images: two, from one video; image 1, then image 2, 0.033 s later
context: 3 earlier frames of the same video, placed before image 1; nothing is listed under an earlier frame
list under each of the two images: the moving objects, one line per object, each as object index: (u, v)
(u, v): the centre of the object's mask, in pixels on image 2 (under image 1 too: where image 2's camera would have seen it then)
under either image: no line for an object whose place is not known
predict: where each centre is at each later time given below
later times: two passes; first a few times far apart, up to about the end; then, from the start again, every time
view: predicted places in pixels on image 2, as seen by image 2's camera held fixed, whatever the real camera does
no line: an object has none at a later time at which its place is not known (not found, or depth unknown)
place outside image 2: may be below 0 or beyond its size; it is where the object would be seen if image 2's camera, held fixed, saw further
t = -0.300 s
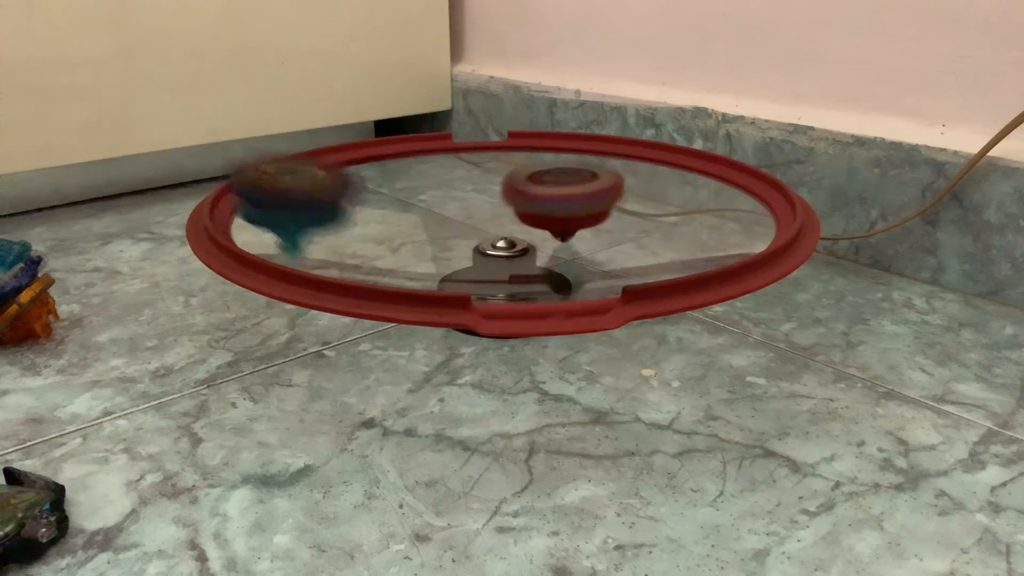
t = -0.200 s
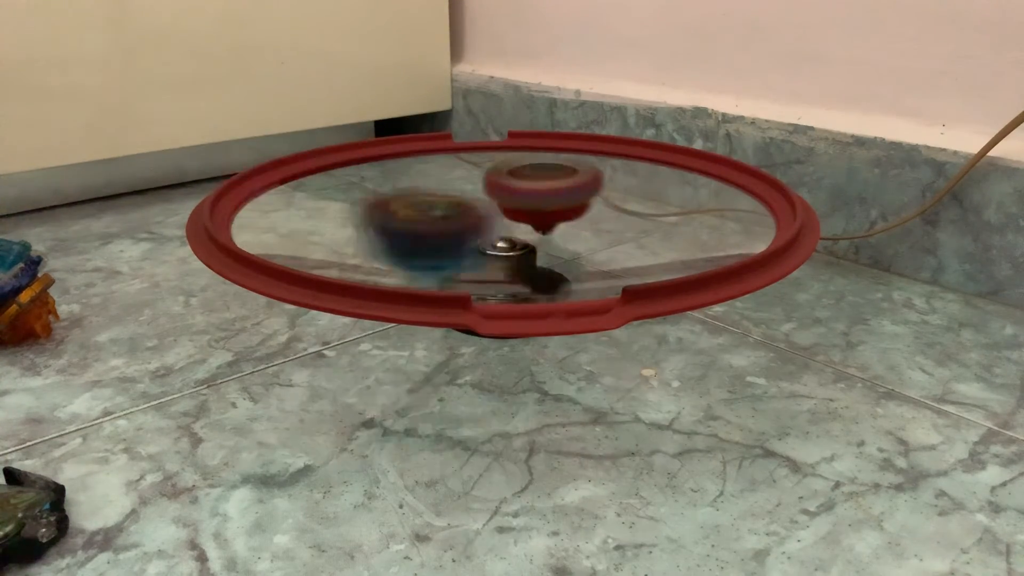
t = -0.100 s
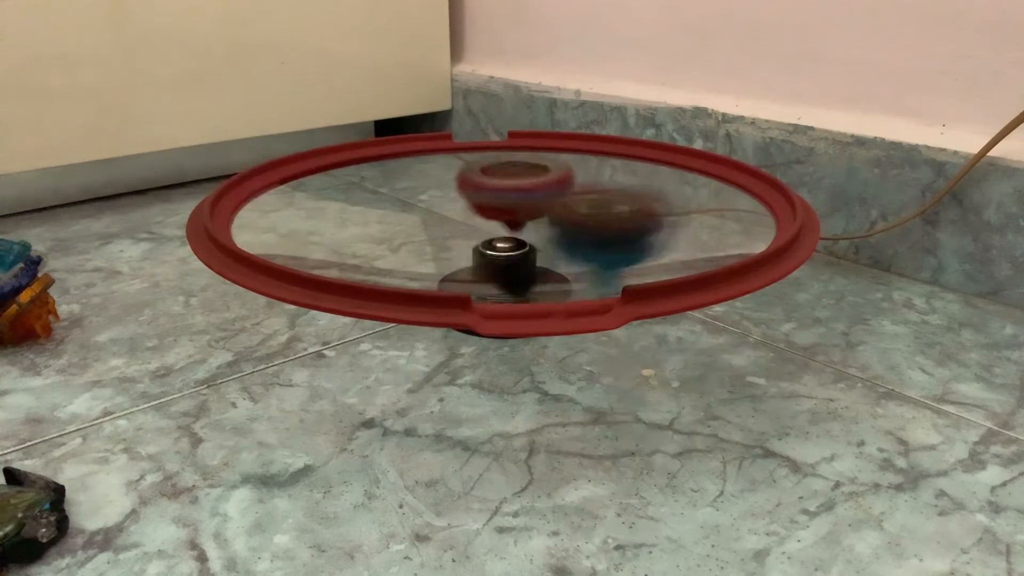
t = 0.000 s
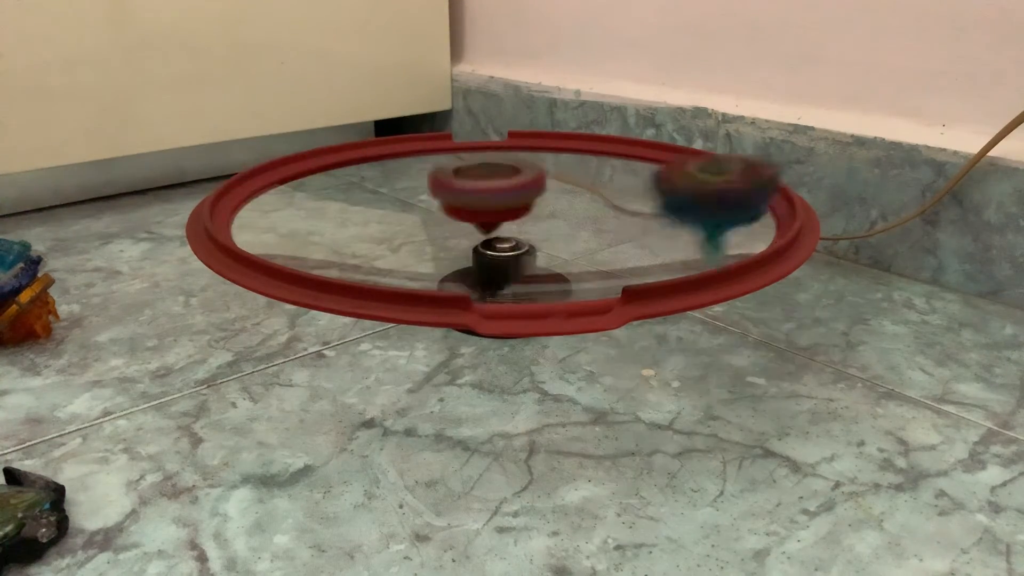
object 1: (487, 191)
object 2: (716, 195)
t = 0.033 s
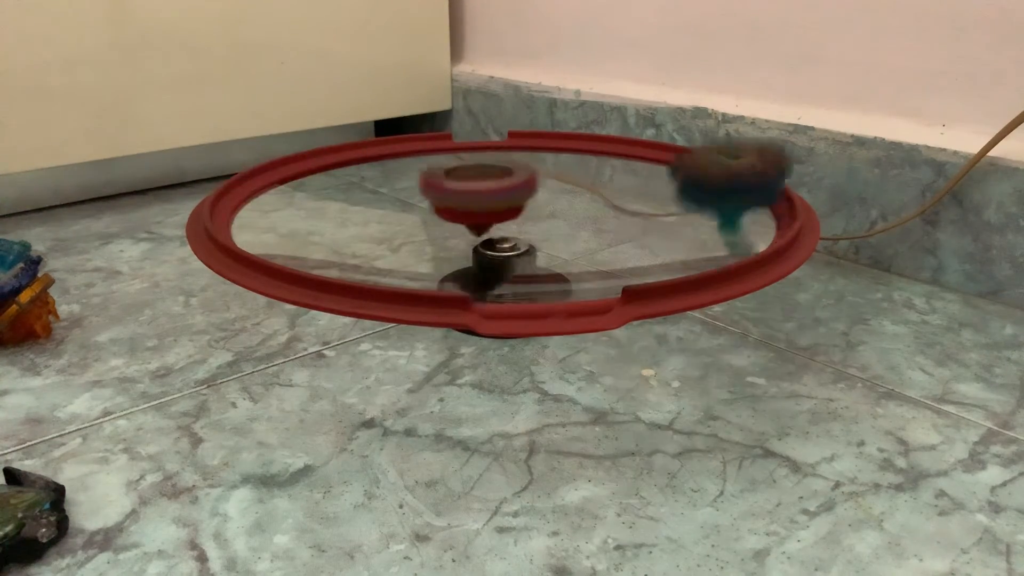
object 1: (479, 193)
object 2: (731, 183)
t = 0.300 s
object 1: (455, 208)
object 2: (578, 127)
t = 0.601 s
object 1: (528, 216)
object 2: (324, 201)
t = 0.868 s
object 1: (547, 185)
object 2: (566, 239)
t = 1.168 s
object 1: (488, 186)
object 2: (632, 197)
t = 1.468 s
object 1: (454, 205)
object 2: (352, 142)
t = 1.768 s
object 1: (541, 213)
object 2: (452, 234)
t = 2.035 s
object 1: (574, 187)
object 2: (676, 205)
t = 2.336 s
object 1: (451, 160)
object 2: (635, 201)
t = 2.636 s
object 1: (383, 181)
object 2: (548, 233)
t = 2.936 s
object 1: (446, 211)
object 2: (574, 234)
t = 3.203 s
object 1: (500, 170)
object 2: (572, 234)
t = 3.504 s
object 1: (549, 171)
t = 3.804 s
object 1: (602, 180)
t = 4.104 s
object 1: (589, 213)
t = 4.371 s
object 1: (523, 222)
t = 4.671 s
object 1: (484, 217)
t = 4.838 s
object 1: (470, 224)
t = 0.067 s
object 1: (471, 196)
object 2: (736, 175)
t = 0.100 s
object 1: (465, 196)
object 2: (730, 154)
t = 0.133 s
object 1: (459, 199)
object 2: (718, 144)
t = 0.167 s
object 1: (456, 200)
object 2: (700, 136)
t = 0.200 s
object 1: (454, 202)
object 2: (674, 129)
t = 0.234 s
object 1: (452, 204)
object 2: (643, 126)
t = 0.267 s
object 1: (453, 206)
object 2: (613, 126)
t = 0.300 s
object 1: (455, 208)
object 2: (578, 127)
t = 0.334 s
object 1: (458, 211)
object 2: (543, 127)
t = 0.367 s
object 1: (464, 213)
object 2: (505, 136)
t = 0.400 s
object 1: (471, 215)
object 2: (468, 139)
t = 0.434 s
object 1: (479, 216)
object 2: (438, 146)
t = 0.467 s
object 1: (488, 216)
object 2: (409, 154)
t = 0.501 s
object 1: (498, 217)
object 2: (378, 165)
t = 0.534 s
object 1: (508, 218)
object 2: (351, 189)
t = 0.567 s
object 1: (518, 217)
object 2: (334, 195)
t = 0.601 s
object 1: (528, 216)
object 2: (324, 201)
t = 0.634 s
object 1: (536, 215)
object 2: (321, 207)
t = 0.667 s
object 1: (543, 212)
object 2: (327, 215)
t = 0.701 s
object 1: (548, 210)
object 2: (342, 223)
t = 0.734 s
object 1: (551, 207)
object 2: (373, 227)
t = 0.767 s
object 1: (553, 205)
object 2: (412, 233)
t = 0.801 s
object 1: (555, 202)
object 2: (459, 240)
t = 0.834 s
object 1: (558, 192)
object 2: (509, 244)
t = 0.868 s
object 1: (547, 185)
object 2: (566, 239)
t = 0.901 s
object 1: (539, 191)
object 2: (612, 234)
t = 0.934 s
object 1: (540, 193)
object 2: (652, 228)
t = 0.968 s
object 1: (534, 191)
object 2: (677, 220)
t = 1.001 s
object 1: (527, 189)
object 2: (691, 211)
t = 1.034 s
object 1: (520, 188)
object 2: (693, 204)
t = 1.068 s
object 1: (512, 187)
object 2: (686, 197)
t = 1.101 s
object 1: (504, 186)
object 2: (675, 195)
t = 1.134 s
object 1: (496, 186)
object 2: (658, 199)
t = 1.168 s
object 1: (488, 186)
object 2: (632, 197)
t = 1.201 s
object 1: (480, 187)
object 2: (604, 203)
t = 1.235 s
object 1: (473, 189)
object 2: (574, 196)
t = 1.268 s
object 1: (467, 192)
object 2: (547, 190)
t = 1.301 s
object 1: (461, 193)
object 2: (504, 137)
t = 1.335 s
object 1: (457, 195)
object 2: (472, 136)
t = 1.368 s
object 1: (454, 197)
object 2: (441, 133)
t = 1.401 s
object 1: (452, 200)
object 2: (406, 134)
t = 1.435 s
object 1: (452, 201)
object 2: (377, 138)
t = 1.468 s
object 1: (454, 205)
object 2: (352, 142)
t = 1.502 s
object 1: (458, 207)
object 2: (329, 148)
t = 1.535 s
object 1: (462, 209)
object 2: (309, 159)
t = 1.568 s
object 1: (470, 212)
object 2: (299, 181)
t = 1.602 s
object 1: (478, 213)
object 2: (300, 187)
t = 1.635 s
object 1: (488, 214)
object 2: (309, 195)
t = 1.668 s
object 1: (497, 215)
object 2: (333, 206)
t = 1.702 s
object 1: (507, 216)
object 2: (366, 218)
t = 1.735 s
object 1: (518, 217)
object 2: (405, 227)
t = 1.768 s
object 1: (541, 213)
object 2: (452, 234)
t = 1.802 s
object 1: (561, 205)
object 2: (490, 240)
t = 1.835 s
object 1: (573, 196)
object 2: (527, 243)
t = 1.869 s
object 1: (574, 189)
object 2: (570, 241)
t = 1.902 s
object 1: (572, 187)
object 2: (605, 232)
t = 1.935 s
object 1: (574, 190)
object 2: (640, 227)
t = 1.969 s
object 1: (577, 190)
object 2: (664, 217)
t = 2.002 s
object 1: (577, 189)
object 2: (676, 210)
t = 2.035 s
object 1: (574, 187)
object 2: (676, 205)
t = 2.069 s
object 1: (570, 184)
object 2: (671, 200)
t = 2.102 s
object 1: (557, 176)
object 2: (678, 198)
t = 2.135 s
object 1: (538, 170)
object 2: (684, 194)
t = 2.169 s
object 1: (521, 165)
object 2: (686, 192)
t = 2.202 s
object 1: (504, 162)
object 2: (683, 192)
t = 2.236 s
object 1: (489, 159)
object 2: (677, 193)
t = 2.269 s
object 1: (473, 159)
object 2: (666, 197)
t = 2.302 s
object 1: (461, 158)
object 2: (653, 198)
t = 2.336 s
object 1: (451, 160)
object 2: (635, 201)
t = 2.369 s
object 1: (442, 163)
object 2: (616, 202)
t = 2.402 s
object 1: (435, 166)
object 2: (595, 208)
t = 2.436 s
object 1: (429, 171)
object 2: (572, 211)
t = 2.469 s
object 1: (425, 175)
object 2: (551, 213)
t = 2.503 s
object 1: (421, 180)
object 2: (529, 216)
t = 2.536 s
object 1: (408, 180)
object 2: (531, 219)
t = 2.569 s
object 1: (397, 179)
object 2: (536, 226)
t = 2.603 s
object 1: (389, 180)
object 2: (542, 229)
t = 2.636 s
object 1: (383, 181)
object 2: (548, 233)
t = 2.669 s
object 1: (380, 183)
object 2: (554, 234)
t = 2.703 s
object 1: (380, 185)
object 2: (562, 235)
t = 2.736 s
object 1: (381, 188)
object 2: (565, 237)
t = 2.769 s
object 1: (386, 191)
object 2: (574, 237)
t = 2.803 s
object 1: (393, 196)
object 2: (578, 236)
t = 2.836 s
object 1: (402, 200)
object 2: (582, 236)
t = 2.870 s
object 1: (415, 206)
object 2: (582, 235)
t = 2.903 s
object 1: (429, 209)
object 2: (577, 235)
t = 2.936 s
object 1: (446, 211)
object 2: (574, 234)
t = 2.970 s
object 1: (454, 211)
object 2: (566, 232)
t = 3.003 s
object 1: (467, 205)
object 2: (579, 232)
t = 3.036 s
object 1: (470, 198)
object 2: (589, 228)
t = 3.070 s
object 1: (474, 189)
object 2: (591, 231)
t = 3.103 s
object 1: (479, 181)
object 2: (593, 234)
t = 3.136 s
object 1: (486, 177)
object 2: (590, 231)
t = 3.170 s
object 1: (492, 174)
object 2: (584, 233)
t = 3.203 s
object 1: (500, 170)
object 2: (572, 234)
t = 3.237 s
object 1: (505, 169)
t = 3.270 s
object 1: (511, 166)
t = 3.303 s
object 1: (517, 164)
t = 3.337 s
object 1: (522, 165)
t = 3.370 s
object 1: (525, 166)
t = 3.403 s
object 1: (530, 168)
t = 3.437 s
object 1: (533, 169)
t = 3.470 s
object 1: (537, 171)
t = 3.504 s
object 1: (549, 171)
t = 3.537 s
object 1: (564, 170)
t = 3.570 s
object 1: (576, 169)
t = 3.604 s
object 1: (585, 170)
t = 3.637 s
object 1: (592, 170)
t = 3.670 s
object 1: (597, 171)
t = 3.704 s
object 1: (601, 172)
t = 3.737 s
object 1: (602, 174)
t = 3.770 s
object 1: (603, 176)
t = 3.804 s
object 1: (602, 180)
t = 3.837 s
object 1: (600, 183)
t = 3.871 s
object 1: (597, 187)
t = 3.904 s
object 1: (593, 191)
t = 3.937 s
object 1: (588, 196)
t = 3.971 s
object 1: (582, 200)
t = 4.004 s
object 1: (577, 204)
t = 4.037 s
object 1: (583, 207)
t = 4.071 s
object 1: (588, 210)
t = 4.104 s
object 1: (589, 213)
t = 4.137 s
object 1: (586, 215)
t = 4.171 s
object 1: (580, 218)
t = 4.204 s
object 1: (572, 219)
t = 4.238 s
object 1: (563, 220)
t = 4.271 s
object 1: (552, 222)
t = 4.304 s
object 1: (539, 222)
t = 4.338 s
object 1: (531, 222)
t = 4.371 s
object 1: (523, 222)
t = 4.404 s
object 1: (516, 222)
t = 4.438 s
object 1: (510, 222)
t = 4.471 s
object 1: (505, 222)
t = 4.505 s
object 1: (499, 217)
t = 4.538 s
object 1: (494, 217)
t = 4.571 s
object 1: (490, 220)
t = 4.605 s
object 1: (486, 219)
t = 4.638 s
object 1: (484, 217)
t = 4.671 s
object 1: (484, 217)
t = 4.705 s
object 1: (484, 215)
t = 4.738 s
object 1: (484, 216)
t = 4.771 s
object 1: (484, 215)
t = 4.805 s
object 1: (477, 221)
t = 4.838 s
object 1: (470, 224)
